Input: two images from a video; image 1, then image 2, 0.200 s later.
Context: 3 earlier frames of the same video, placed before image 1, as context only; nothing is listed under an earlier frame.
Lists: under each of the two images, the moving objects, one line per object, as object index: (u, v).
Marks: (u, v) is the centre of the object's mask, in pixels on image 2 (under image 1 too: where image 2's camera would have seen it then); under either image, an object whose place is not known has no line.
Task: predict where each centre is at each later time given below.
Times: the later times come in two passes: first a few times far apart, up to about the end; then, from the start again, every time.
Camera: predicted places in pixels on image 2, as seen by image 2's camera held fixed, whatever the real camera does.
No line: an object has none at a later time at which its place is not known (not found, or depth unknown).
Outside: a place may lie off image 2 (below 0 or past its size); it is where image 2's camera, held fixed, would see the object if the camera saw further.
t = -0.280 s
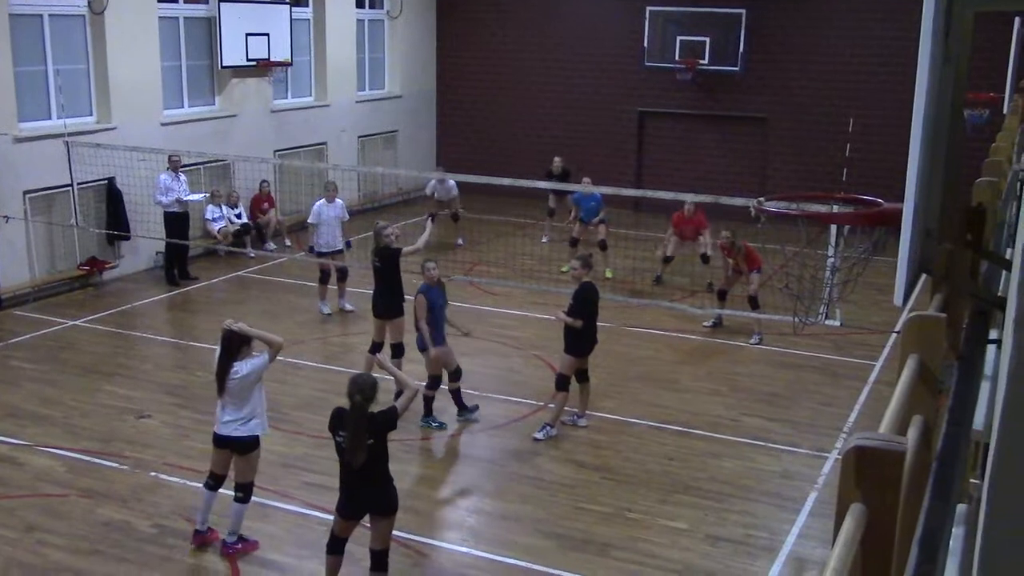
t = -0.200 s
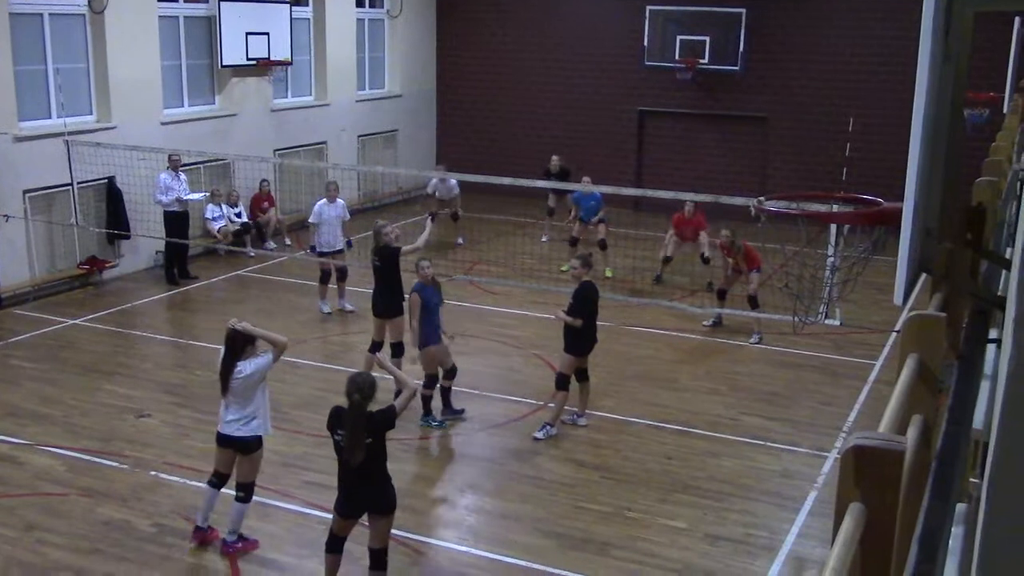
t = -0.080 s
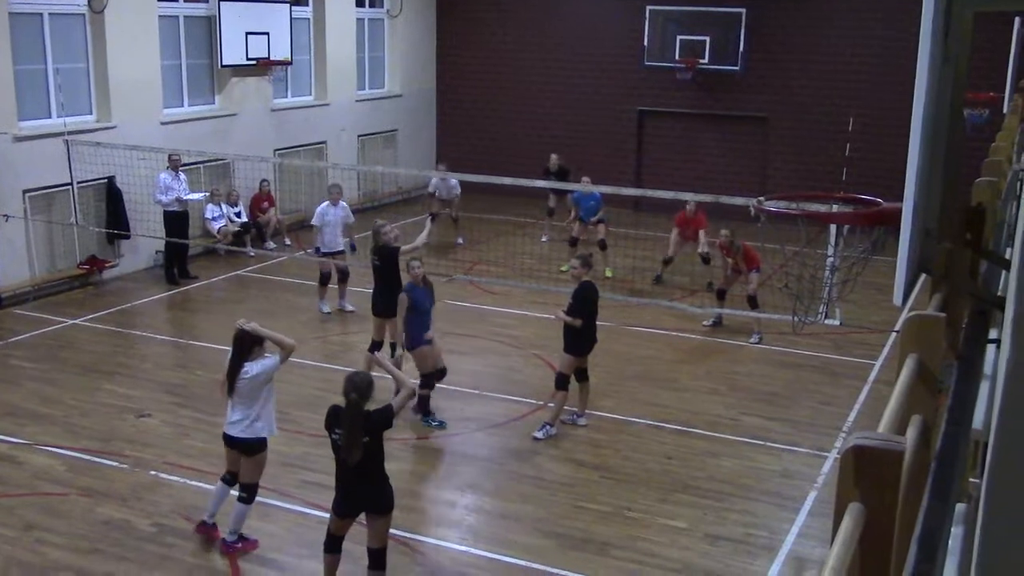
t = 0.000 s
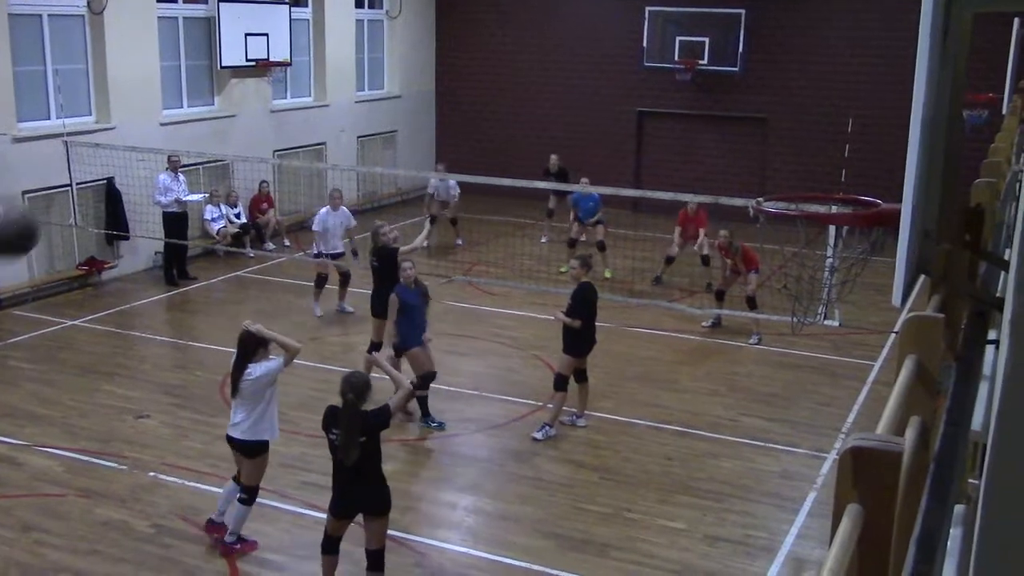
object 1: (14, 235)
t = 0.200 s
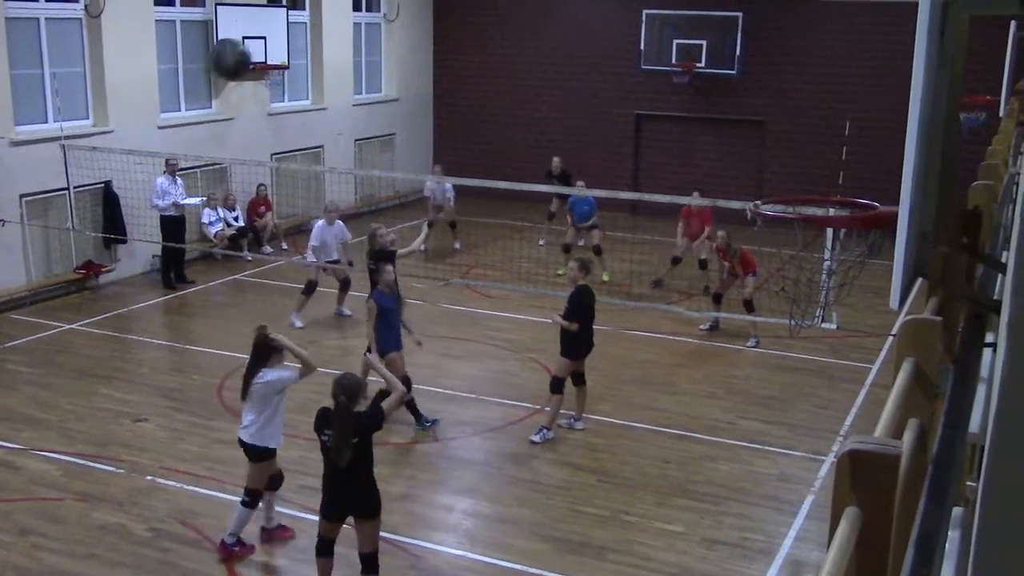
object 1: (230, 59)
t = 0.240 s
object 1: (256, 48)
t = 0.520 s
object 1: (366, 58)
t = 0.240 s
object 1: (256, 48)
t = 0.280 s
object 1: (279, 41)
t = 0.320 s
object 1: (299, 38)
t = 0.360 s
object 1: (317, 37)
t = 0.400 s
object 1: (332, 39)
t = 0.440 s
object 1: (345, 44)
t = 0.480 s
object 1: (355, 51)
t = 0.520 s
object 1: (366, 58)
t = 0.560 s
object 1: (375, 66)
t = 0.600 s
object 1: (384, 76)
